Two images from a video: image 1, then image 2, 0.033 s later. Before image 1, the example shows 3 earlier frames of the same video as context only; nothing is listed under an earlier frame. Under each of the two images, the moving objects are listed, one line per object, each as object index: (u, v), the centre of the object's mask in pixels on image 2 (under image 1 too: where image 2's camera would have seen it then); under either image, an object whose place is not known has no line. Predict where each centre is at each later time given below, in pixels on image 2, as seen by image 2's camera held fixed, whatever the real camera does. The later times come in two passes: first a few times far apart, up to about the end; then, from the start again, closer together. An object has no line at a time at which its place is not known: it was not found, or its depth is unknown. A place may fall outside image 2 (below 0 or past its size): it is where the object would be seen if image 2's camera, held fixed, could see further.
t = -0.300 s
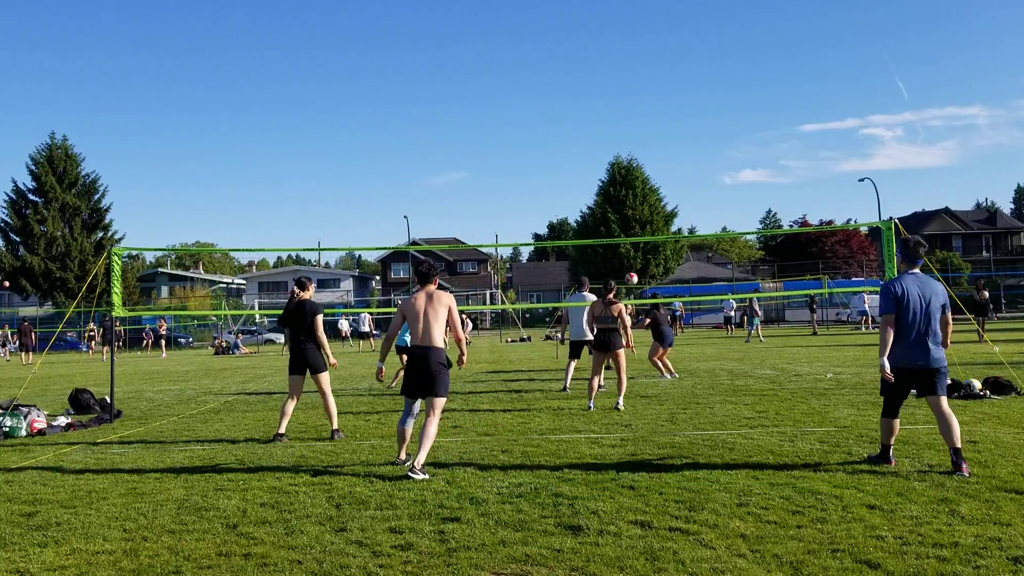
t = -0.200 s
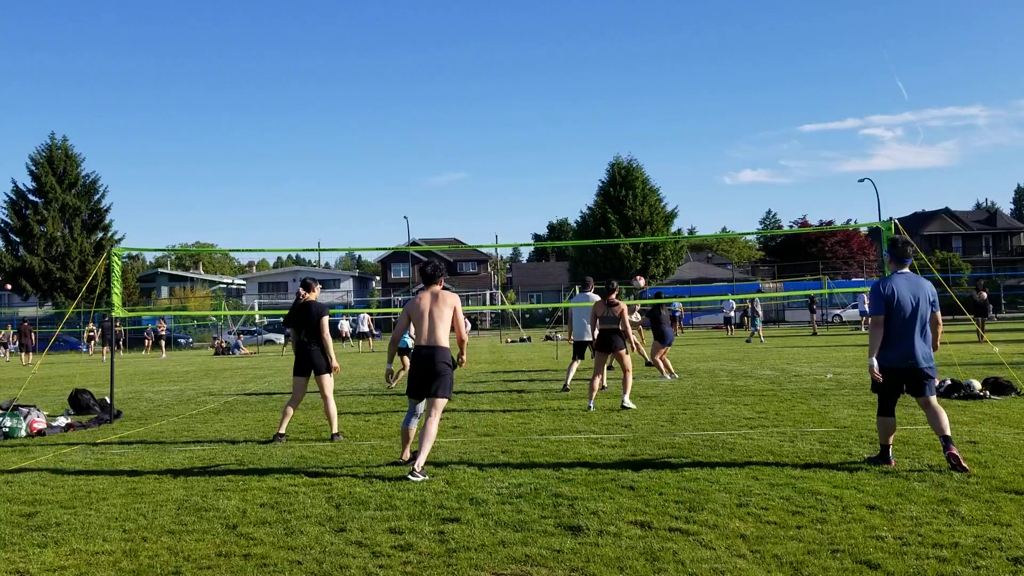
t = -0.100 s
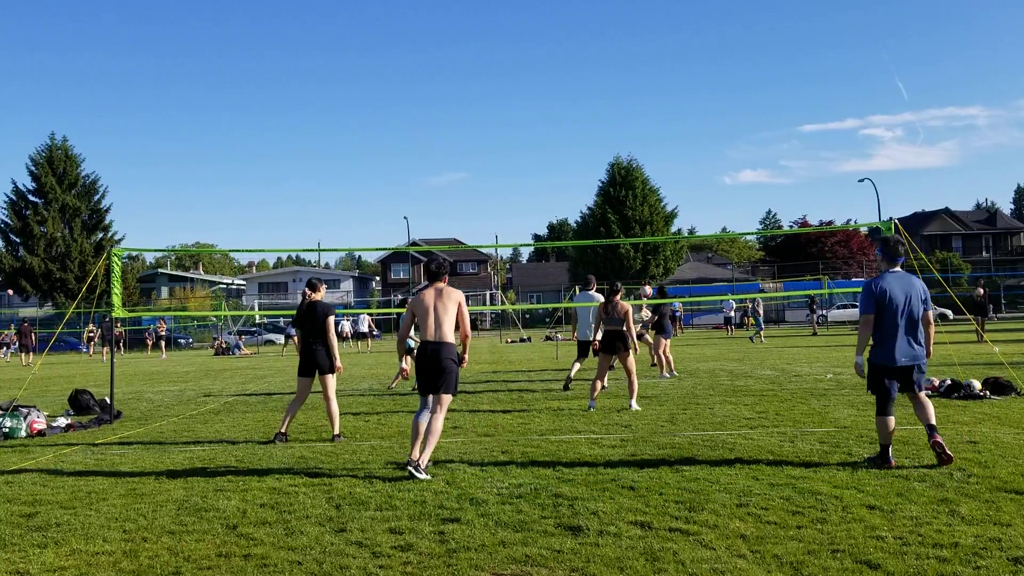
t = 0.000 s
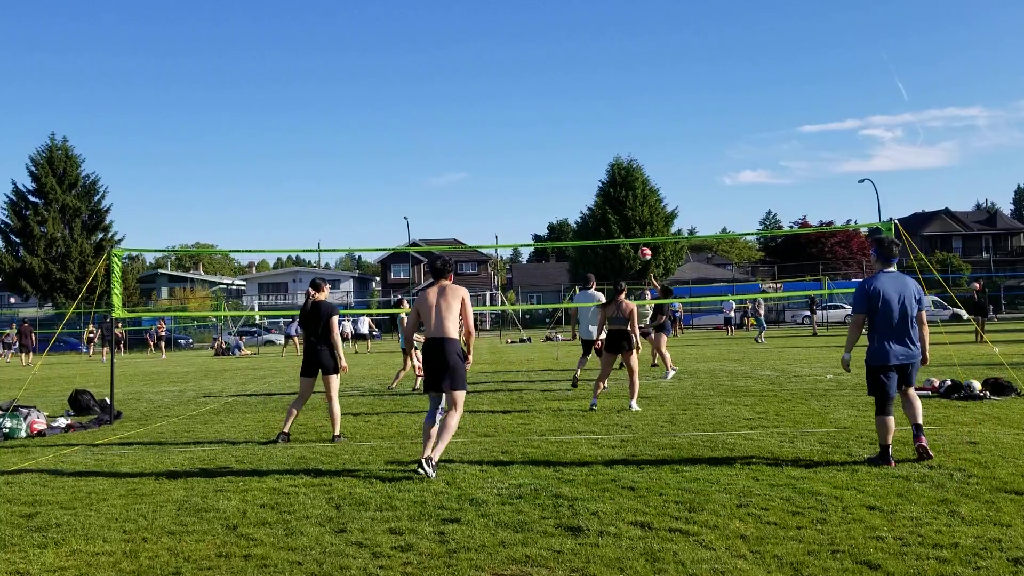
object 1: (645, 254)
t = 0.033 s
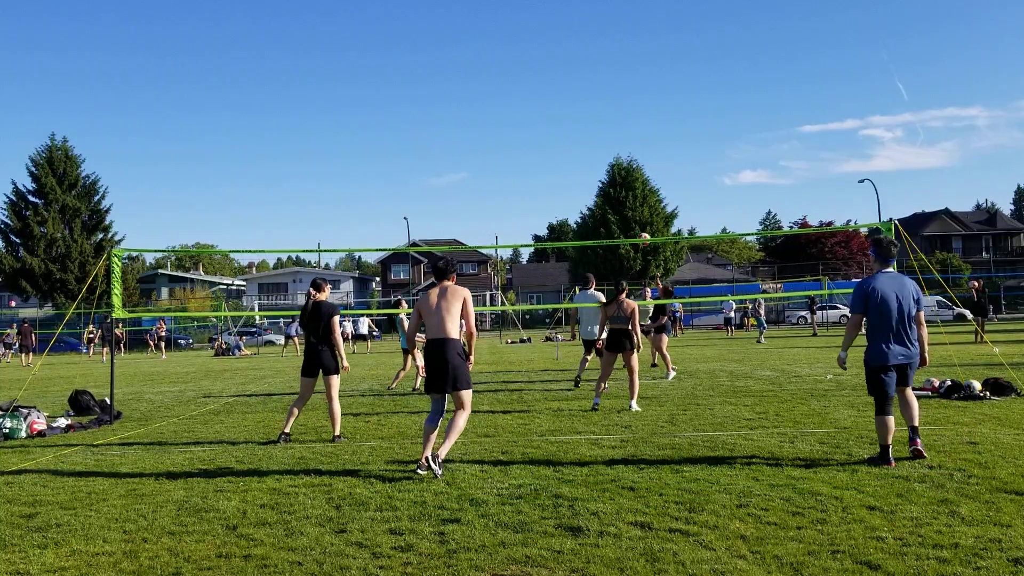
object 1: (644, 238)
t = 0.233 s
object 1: (639, 159)
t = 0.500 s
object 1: (633, 76)
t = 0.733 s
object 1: (627, 38)
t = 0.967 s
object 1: (616, 45)
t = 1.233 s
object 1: (596, 134)
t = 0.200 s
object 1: (640, 171)
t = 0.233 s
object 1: (639, 159)
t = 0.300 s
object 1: (638, 135)
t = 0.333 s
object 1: (638, 124)
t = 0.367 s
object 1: (637, 113)
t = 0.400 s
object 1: (636, 103)
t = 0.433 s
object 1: (635, 94)
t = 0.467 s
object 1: (634, 85)
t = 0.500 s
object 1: (633, 76)
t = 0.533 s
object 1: (633, 69)
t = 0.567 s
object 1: (632, 62)
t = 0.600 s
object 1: (631, 55)
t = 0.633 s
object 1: (630, 50)
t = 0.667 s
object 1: (629, 45)
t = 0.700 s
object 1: (628, 41)
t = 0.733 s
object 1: (627, 38)
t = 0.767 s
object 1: (625, 36)
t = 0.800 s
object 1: (624, 35)
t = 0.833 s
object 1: (623, 34)
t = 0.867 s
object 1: (621, 35)
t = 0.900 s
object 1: (620, 38)
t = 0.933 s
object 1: (618, 41)
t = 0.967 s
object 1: (616, 45)
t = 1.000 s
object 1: (614, 51)
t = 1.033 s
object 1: (612, 58)
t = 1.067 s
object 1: (610, 66)
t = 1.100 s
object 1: (608, 76)
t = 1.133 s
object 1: (606, 88)
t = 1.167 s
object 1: (603, 102)
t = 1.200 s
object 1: (600, 117)
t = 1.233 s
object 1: (596, 134)
